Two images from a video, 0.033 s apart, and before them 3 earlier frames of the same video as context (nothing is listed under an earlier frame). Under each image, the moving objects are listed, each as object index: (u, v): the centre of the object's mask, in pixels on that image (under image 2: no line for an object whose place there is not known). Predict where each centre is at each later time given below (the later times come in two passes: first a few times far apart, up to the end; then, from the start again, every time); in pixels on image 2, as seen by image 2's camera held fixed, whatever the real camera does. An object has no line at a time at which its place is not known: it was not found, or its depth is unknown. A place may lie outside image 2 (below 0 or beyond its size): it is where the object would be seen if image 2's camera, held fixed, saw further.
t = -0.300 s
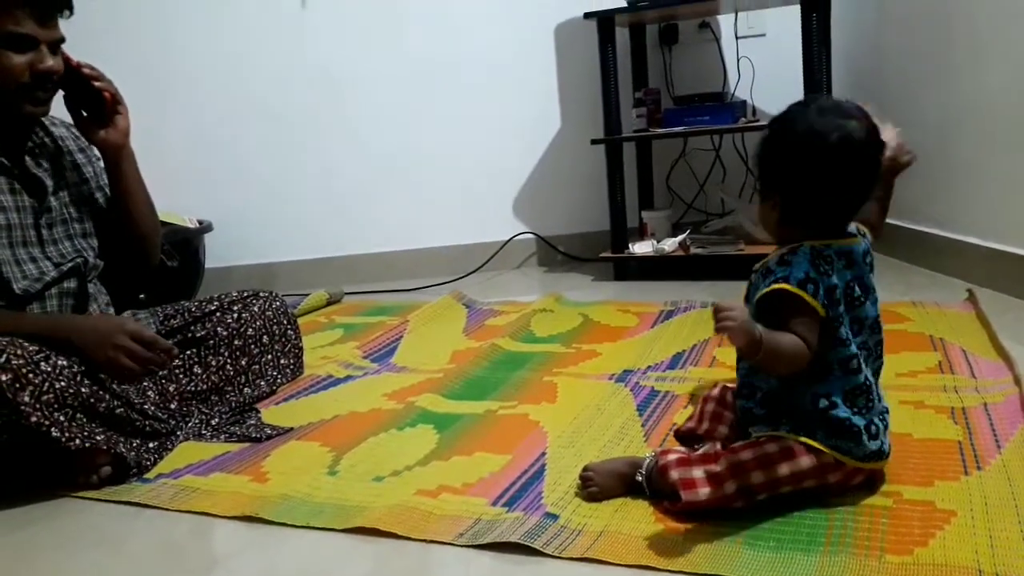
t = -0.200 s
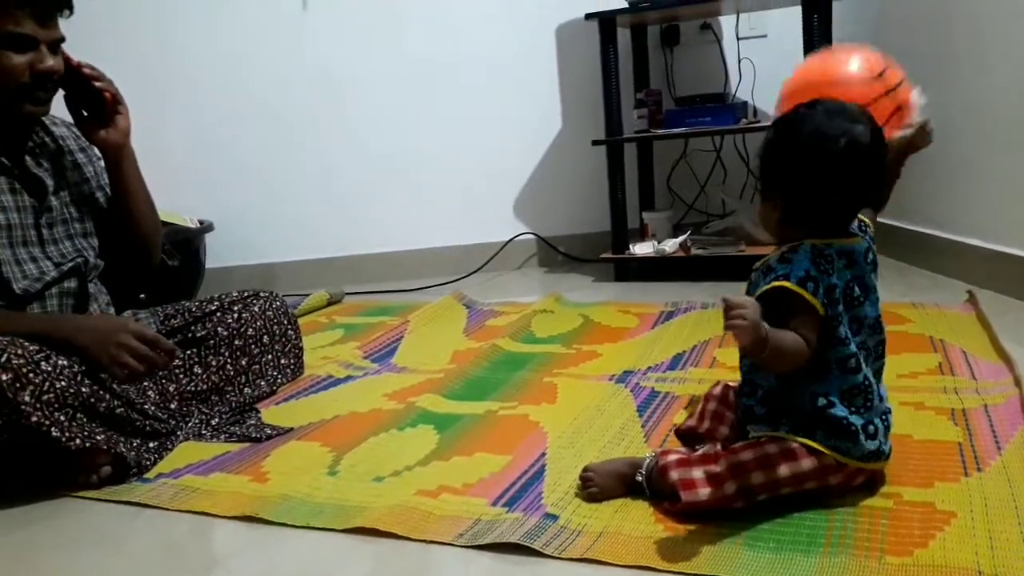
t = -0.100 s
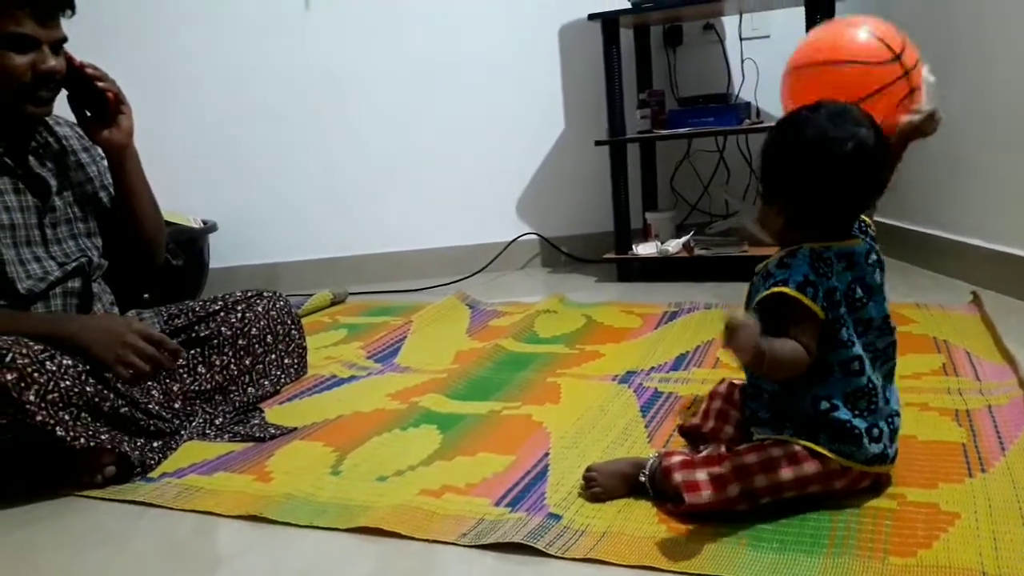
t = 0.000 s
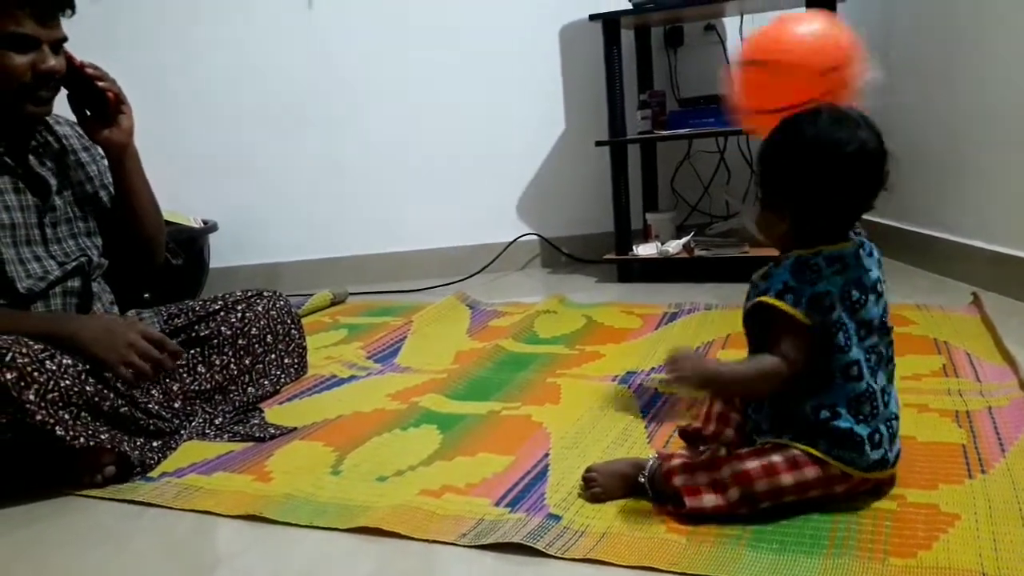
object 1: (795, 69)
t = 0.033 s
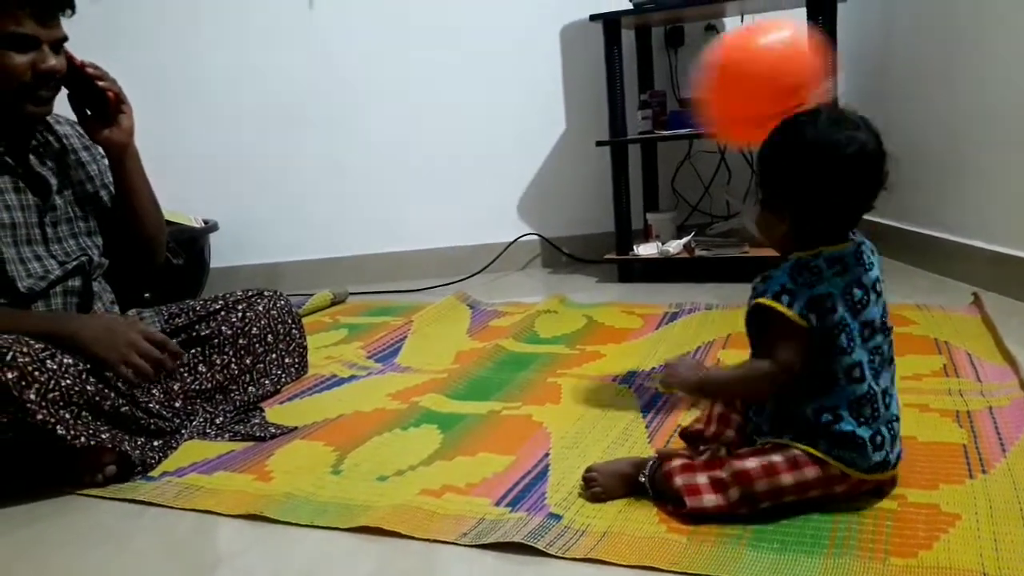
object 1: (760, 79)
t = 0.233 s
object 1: (616, 295)
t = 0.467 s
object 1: (525, 79)
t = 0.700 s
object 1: (457, 172)
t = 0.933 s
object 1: (402, 245)
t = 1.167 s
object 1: (345, 192)
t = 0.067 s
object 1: (722, 102)
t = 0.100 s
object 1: (694, 146)
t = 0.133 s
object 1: (674, 208)
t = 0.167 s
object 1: (654, 264)
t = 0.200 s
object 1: (634, 335)
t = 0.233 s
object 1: (616, 295)
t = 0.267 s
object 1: (605, 250)
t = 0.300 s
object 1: (593, 212)
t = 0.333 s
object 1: (580, 173)
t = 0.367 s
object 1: (567, 141)
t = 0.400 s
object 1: (553, 113)
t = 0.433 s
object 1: (540, 92)
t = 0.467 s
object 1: (525, 79)
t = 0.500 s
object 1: (513, 72)
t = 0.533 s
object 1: (501, 72)
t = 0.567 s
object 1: (489, 79)
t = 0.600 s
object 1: (479, 93)
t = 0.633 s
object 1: (471, 113)
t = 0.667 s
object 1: (463, 140)
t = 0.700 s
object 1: (457, 172)
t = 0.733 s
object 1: (451, 214)
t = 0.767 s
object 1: (446, 253)
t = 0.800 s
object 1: (441, 298)
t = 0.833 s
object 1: (435, 344)
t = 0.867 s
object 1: (425, 304)
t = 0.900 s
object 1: (413, 273)
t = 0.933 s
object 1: (402, 245)
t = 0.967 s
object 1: (392, 222)
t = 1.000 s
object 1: (381, 202)
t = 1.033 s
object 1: (373, 188)
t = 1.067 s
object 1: (365, 180)
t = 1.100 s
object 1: (357, 178)
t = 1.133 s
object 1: (351, 182)
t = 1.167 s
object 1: (345, 192)
